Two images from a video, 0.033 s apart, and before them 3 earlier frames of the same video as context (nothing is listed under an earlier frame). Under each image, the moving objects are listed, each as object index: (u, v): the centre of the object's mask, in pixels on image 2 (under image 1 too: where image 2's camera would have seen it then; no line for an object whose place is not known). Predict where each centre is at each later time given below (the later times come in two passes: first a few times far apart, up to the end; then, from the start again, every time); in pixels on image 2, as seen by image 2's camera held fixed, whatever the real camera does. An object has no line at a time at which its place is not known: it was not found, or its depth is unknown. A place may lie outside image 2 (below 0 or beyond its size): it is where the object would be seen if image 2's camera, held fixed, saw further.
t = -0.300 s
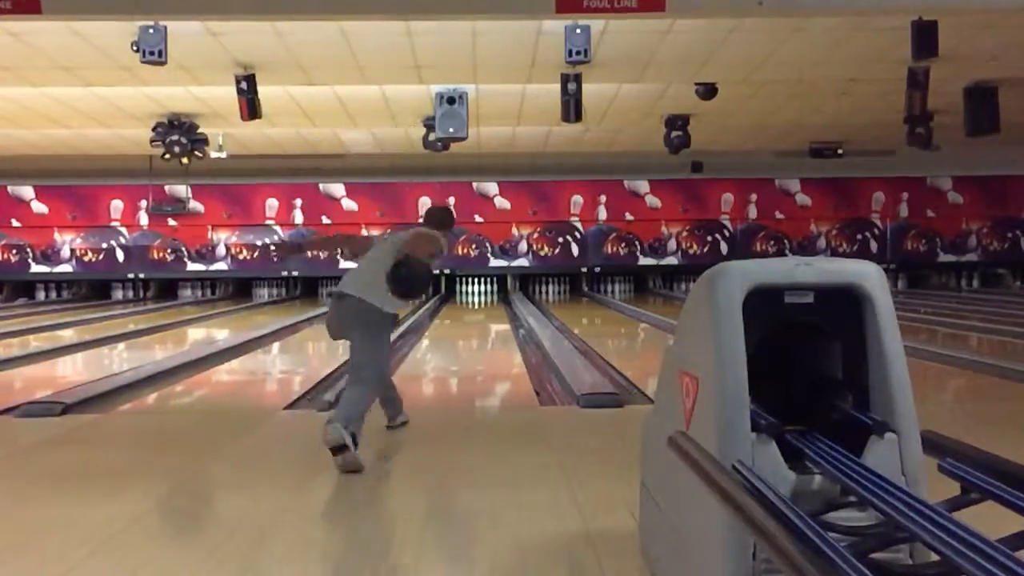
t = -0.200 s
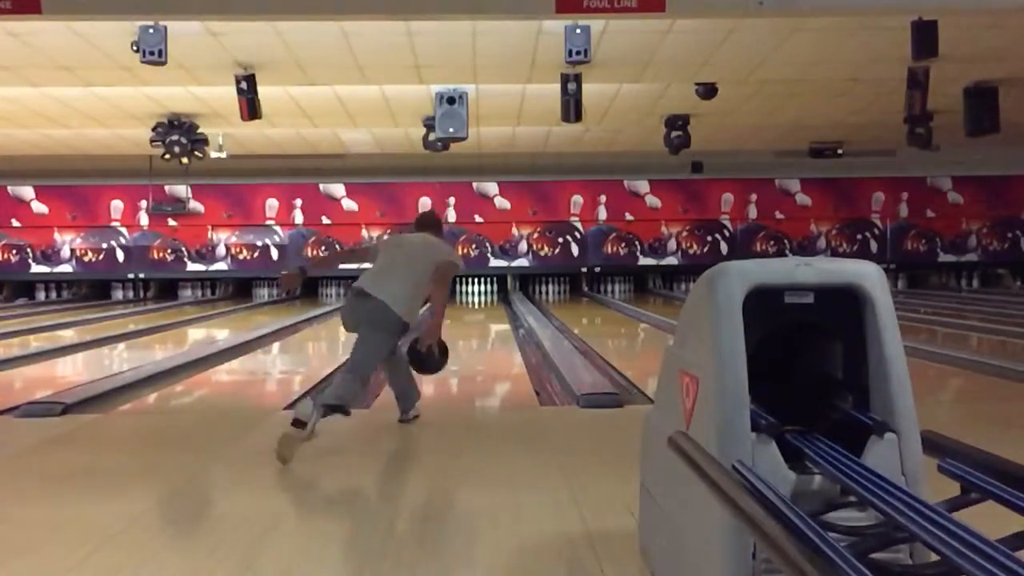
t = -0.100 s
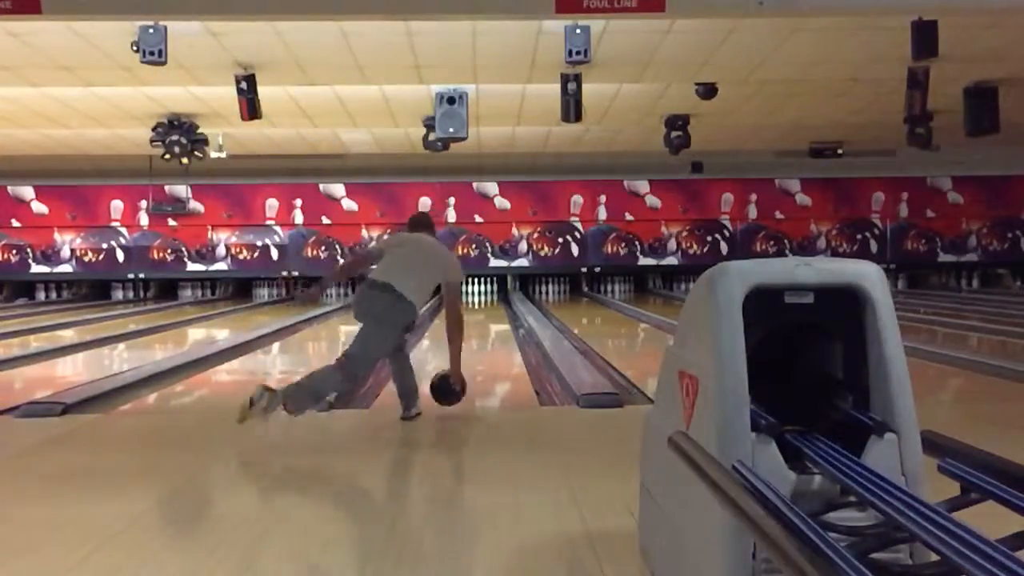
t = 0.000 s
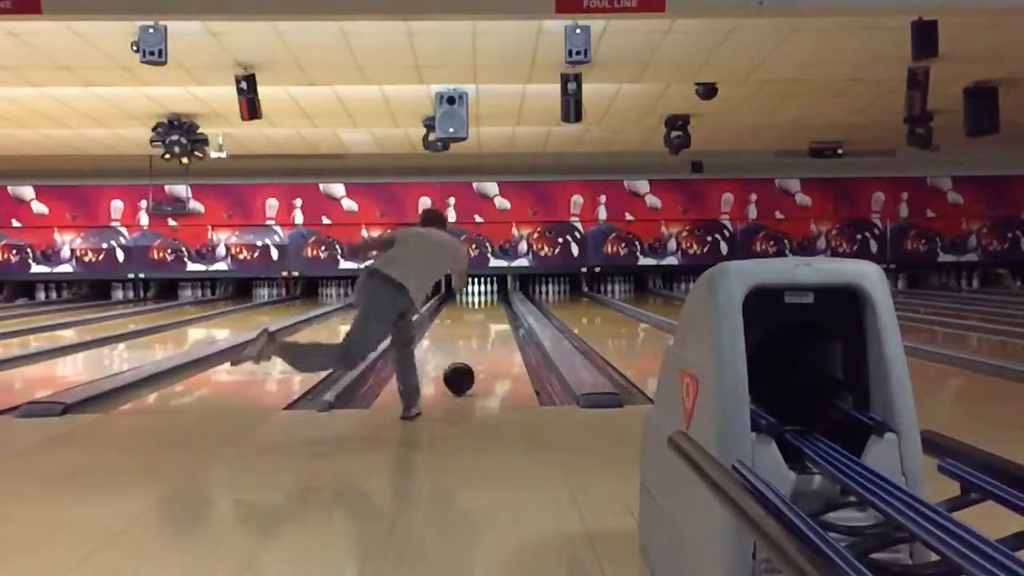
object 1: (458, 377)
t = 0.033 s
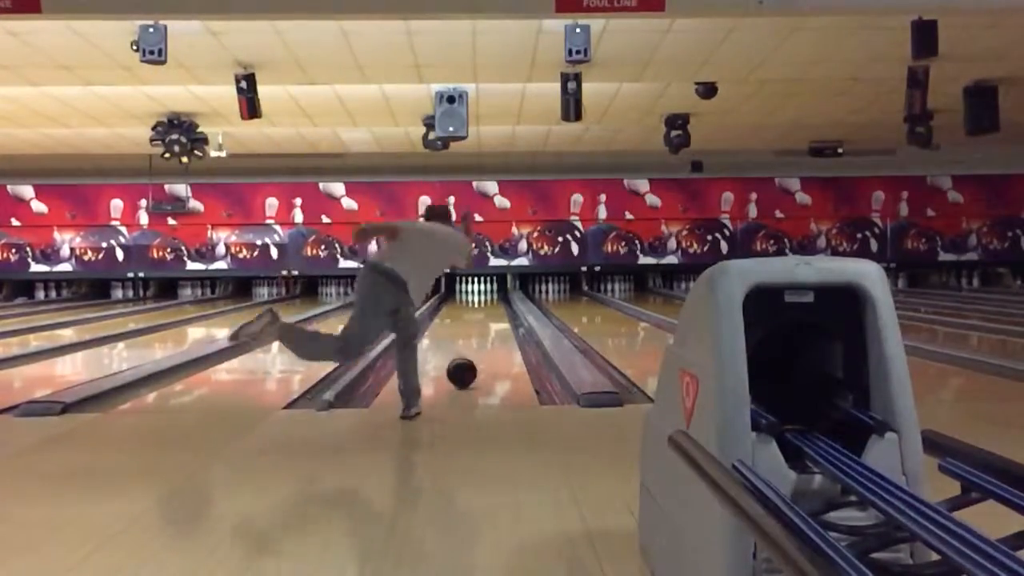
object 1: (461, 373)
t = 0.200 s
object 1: (472, 353)
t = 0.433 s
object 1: (482, 335)
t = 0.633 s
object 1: (487, 324)
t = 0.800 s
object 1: (491, 316)
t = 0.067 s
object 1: (464, 368)
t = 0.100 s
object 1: (466, 364)
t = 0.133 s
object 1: (468, 360)
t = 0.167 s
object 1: (470, 356)
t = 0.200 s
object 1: (472, 353)
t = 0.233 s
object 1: (474, 350)
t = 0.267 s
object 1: (475, 347)
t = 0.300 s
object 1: (477, 344)
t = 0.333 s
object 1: (478, 342)
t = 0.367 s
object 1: (479, 339)
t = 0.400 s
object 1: (481, 337)
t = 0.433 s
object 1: (482, 335)
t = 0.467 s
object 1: (483, 332)
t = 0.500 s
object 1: (484, 330)
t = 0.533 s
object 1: (485, 329)
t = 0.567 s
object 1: (486, 327)
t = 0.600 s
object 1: (487, 325)
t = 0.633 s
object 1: (487, 324)
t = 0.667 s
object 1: (488, 322)
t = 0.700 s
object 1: (489, 321)
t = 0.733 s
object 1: (489, 319)
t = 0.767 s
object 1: (490, 318)
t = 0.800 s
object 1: (491, 316)
